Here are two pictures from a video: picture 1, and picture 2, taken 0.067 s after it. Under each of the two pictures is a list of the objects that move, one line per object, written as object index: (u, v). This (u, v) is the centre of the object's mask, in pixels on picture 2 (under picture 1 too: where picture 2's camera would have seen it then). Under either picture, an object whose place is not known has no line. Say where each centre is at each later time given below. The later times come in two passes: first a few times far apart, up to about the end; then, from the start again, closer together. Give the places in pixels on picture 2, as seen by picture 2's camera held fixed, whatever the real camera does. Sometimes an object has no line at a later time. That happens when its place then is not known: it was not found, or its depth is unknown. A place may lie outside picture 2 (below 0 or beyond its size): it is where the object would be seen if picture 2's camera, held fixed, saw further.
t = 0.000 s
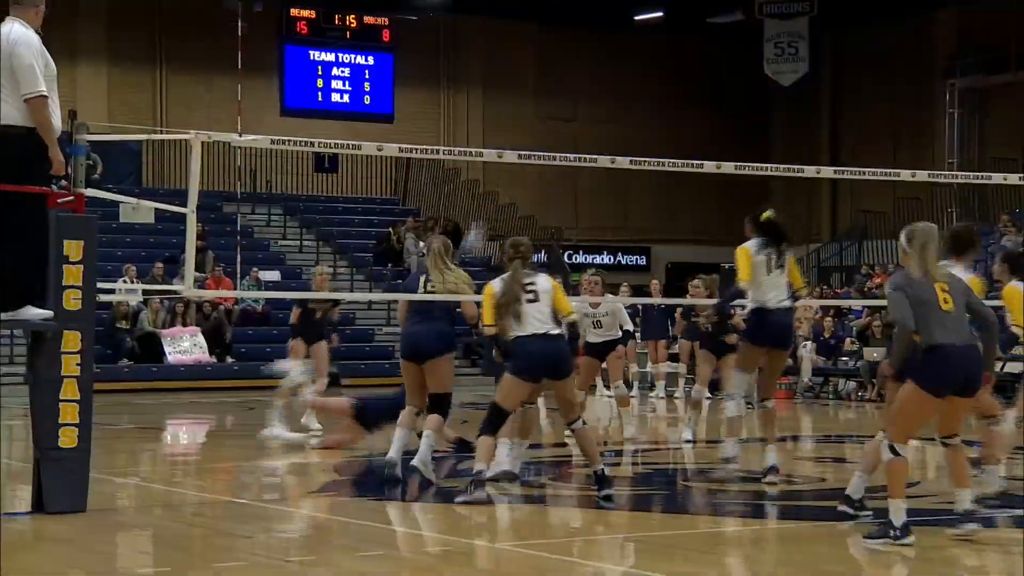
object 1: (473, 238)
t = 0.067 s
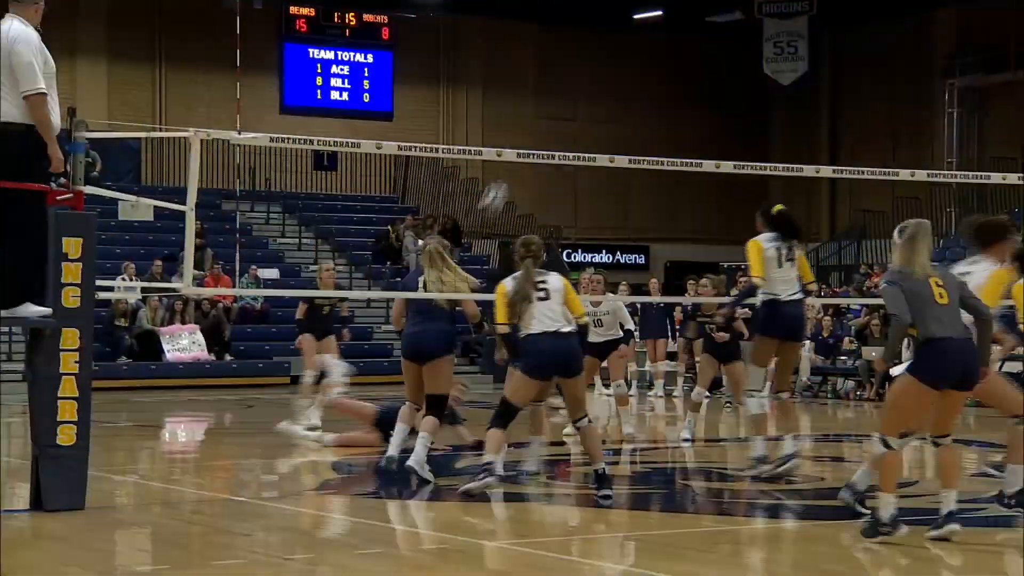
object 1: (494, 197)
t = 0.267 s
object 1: (554, 109)
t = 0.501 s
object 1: (622, 62)
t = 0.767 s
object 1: (703, 84)
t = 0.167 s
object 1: (526, 140)
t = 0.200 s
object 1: (534, 133)
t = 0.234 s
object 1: (544, 121)
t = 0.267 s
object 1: (554, 109)
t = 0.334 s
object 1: (573, 89)
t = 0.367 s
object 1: (583, 82)
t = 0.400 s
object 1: (593, 74)
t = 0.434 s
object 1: (603, 69)
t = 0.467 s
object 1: (613, 65)
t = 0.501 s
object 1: (622, 62)
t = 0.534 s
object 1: (632, 60)
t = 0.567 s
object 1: (643, 60)
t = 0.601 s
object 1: (652, 60)
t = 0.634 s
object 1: (662, 62)
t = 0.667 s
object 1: (673, 66)
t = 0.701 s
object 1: (682, 70)
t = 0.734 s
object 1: (692, 77)
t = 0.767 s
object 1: (703, 84)
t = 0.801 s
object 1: (712, 92)
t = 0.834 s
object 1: (722, 102)
